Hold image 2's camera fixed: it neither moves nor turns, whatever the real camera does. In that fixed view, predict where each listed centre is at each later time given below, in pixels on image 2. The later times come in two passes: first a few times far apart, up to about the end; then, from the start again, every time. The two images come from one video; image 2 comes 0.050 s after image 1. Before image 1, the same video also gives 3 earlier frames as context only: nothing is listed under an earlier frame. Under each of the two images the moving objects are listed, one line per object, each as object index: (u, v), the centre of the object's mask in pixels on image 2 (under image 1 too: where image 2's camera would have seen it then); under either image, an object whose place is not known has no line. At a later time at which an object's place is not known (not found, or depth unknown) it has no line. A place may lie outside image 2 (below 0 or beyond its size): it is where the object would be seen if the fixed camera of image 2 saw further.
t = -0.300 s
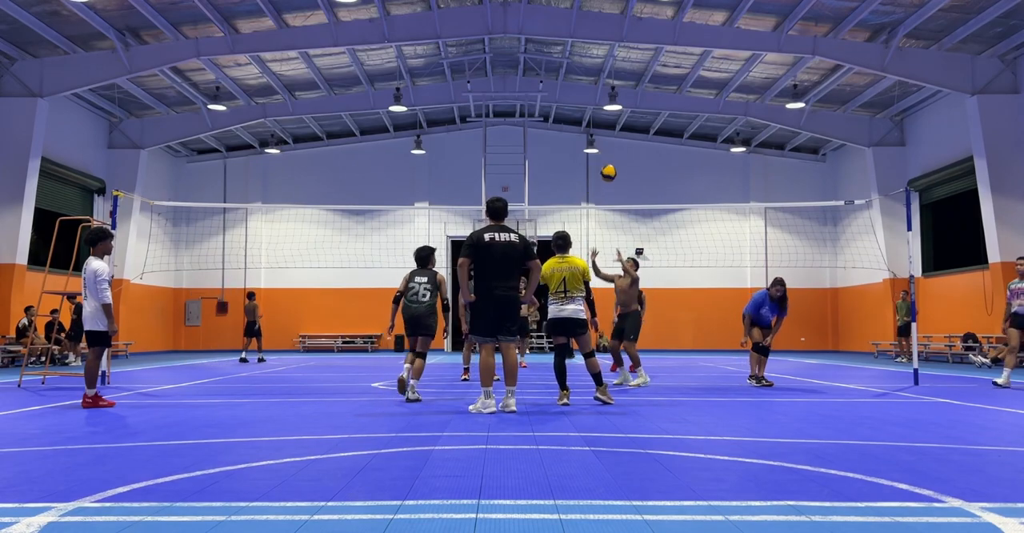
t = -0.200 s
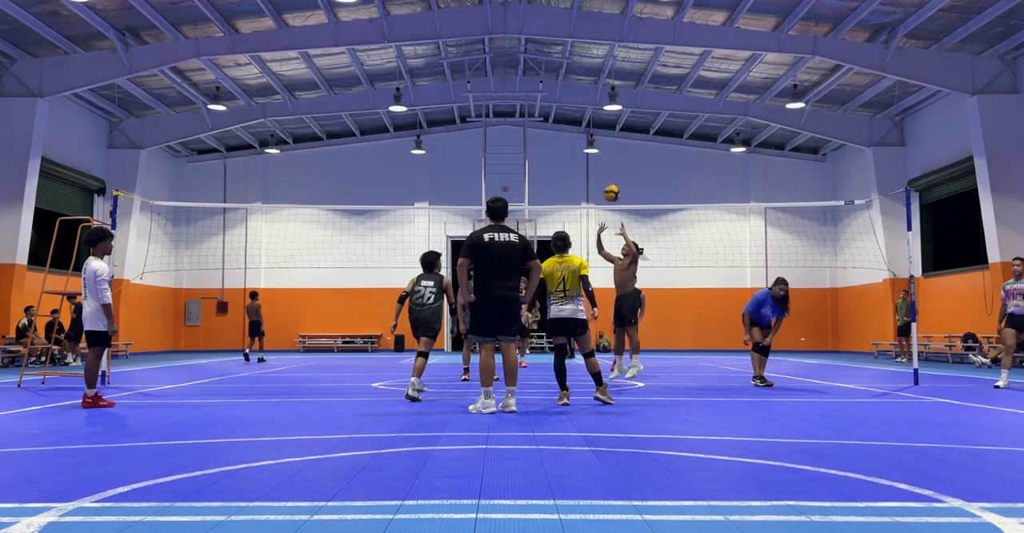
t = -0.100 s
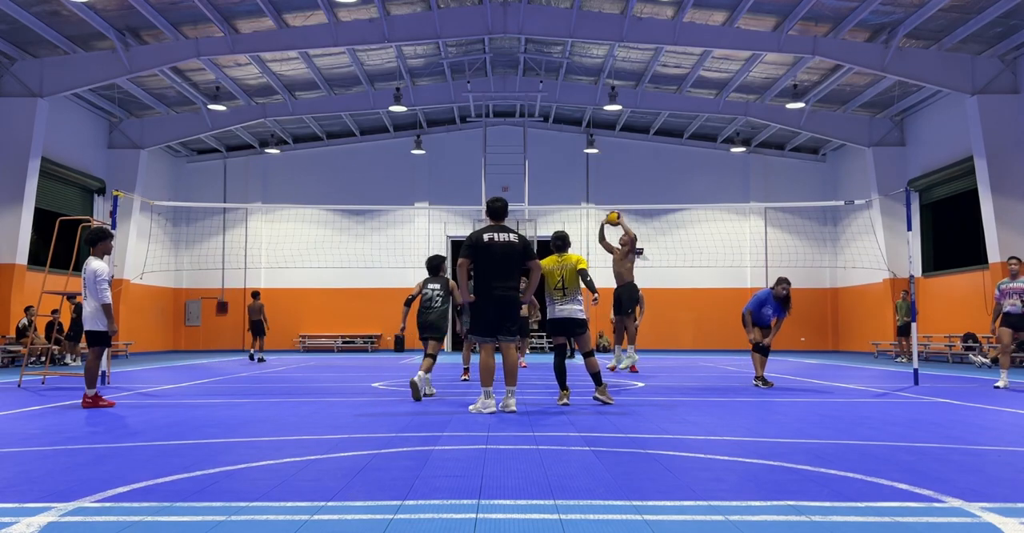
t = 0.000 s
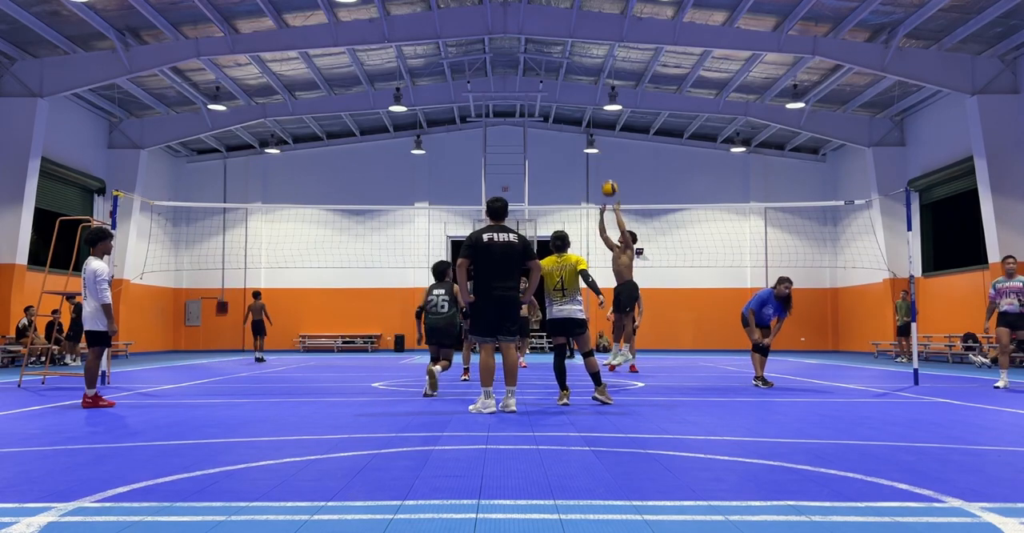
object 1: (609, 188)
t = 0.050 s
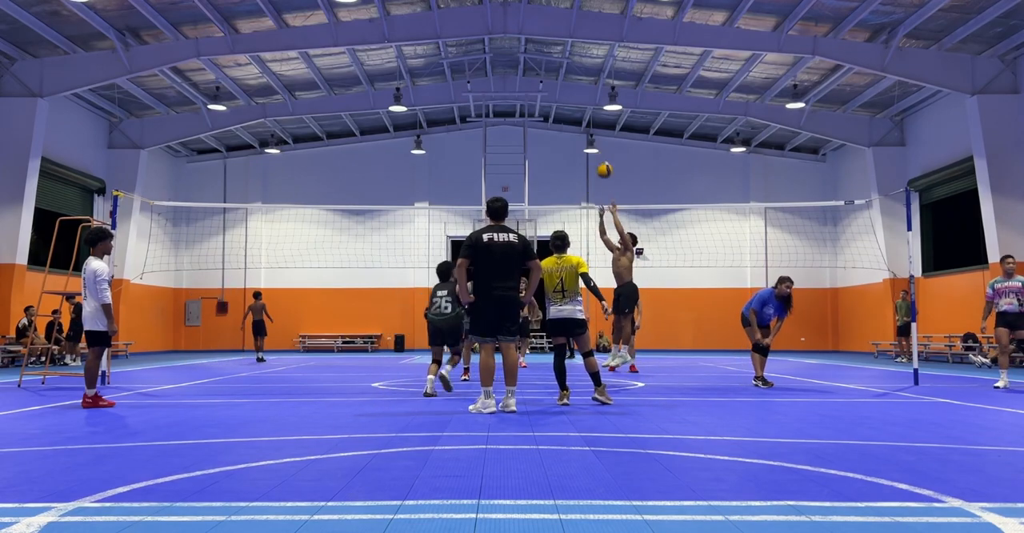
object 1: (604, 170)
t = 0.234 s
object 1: (587, 118)
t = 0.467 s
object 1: (564, 91)
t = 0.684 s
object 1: (545, 101)
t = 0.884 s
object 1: (526, 140)
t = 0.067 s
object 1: (603, 164)
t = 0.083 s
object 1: (601, 158)
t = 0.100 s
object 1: (600, 153)
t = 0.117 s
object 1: (598, 148)
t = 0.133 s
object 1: (596, 142)
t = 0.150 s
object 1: (594, 138)
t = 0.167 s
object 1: (593, 134)
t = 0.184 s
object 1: (592, 129)
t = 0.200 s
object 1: (590, 125)
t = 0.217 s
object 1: (589, 122)
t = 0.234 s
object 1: (587, 118)
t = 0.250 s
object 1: (585, 115)
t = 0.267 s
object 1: (583, 112)
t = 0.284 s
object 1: (582, 109)
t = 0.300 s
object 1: (580, 106)
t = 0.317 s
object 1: (579, 104)
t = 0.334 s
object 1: (577, 102)
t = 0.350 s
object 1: (575, 100)
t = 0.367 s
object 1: (574, 98)
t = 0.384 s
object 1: (572, 96)
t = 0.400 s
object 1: (571, 95)
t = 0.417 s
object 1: (569, 94)
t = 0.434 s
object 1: (568, 93)
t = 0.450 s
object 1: (566, 92)
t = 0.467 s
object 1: (564, 91)
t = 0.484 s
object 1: (563, 91)
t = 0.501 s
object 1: (561, 91)
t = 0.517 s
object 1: (560, 91)
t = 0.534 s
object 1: (558, 91)
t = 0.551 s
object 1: (557, 91)
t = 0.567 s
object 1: (555, 92)
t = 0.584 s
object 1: (553, 92)
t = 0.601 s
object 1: (552, 93)
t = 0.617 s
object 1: (551, 95)
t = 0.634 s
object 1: (549, 96)
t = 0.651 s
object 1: (548, 98)
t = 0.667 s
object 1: (546, 99)
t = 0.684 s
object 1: (545, 101)
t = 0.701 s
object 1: (543, 103)
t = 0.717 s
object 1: (542, 106)
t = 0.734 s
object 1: (540, 108)
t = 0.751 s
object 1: (539, 111)
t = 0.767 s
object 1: (537, 114)
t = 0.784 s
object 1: (535, 117)
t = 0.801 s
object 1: (534, 120)
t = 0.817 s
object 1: (533, 124)
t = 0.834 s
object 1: (531, 128)
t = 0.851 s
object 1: (529, 132)
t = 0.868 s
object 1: (528, 136)
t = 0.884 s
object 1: (526, 140)
